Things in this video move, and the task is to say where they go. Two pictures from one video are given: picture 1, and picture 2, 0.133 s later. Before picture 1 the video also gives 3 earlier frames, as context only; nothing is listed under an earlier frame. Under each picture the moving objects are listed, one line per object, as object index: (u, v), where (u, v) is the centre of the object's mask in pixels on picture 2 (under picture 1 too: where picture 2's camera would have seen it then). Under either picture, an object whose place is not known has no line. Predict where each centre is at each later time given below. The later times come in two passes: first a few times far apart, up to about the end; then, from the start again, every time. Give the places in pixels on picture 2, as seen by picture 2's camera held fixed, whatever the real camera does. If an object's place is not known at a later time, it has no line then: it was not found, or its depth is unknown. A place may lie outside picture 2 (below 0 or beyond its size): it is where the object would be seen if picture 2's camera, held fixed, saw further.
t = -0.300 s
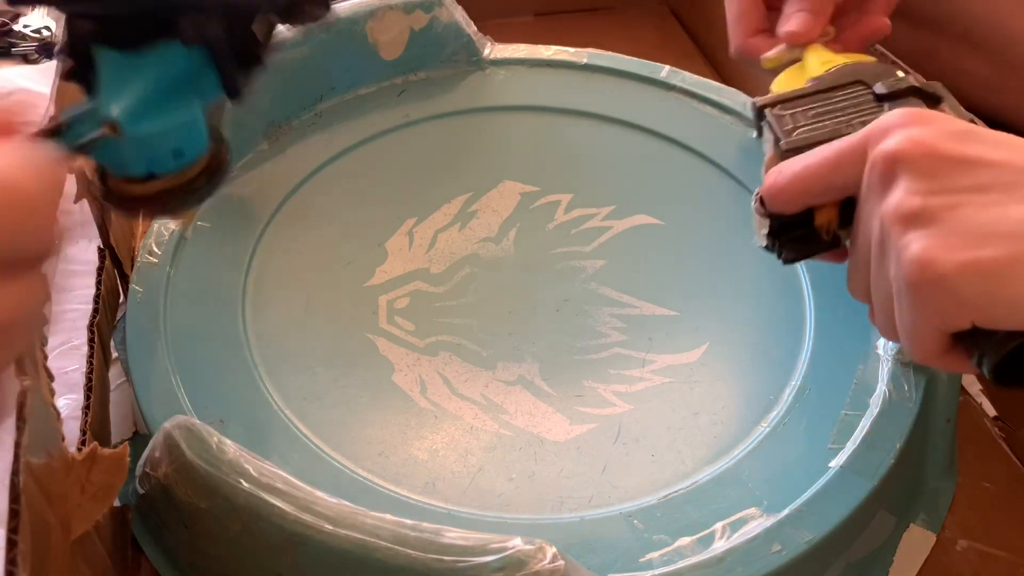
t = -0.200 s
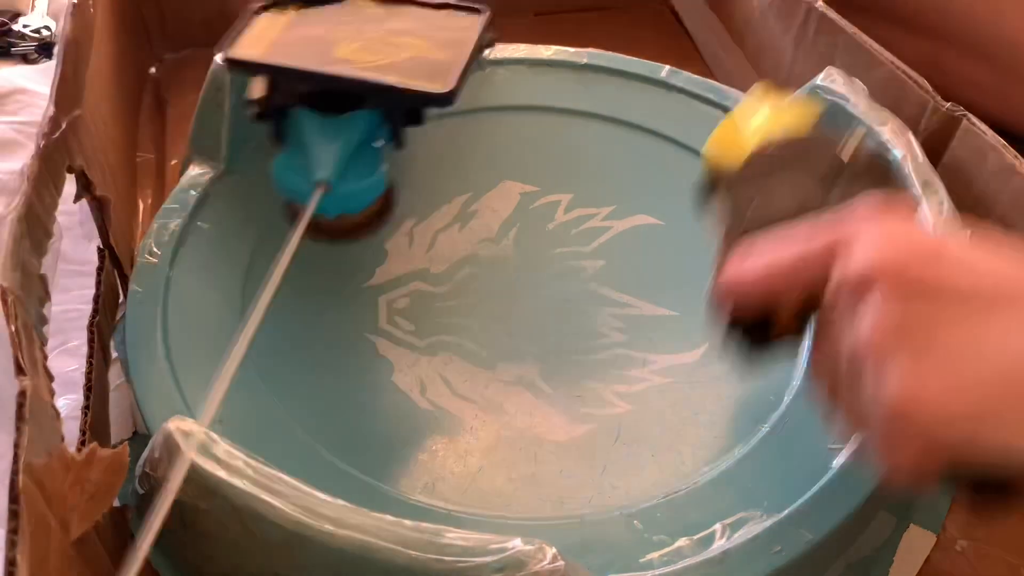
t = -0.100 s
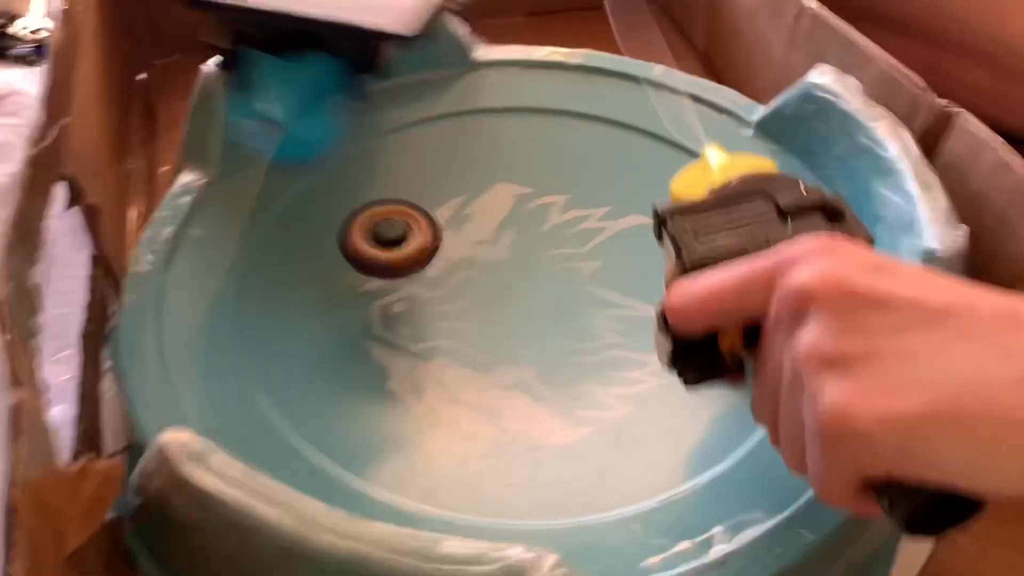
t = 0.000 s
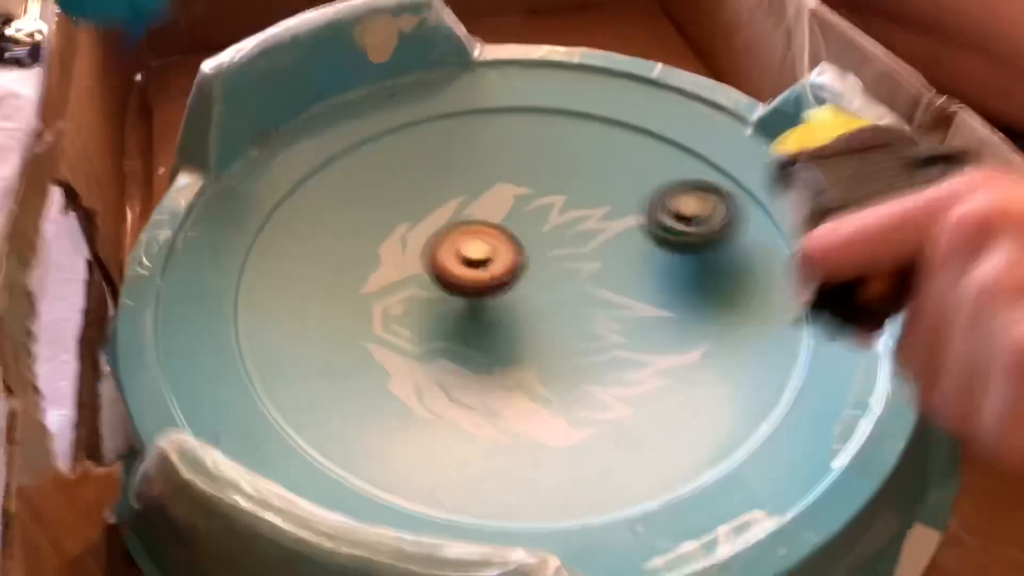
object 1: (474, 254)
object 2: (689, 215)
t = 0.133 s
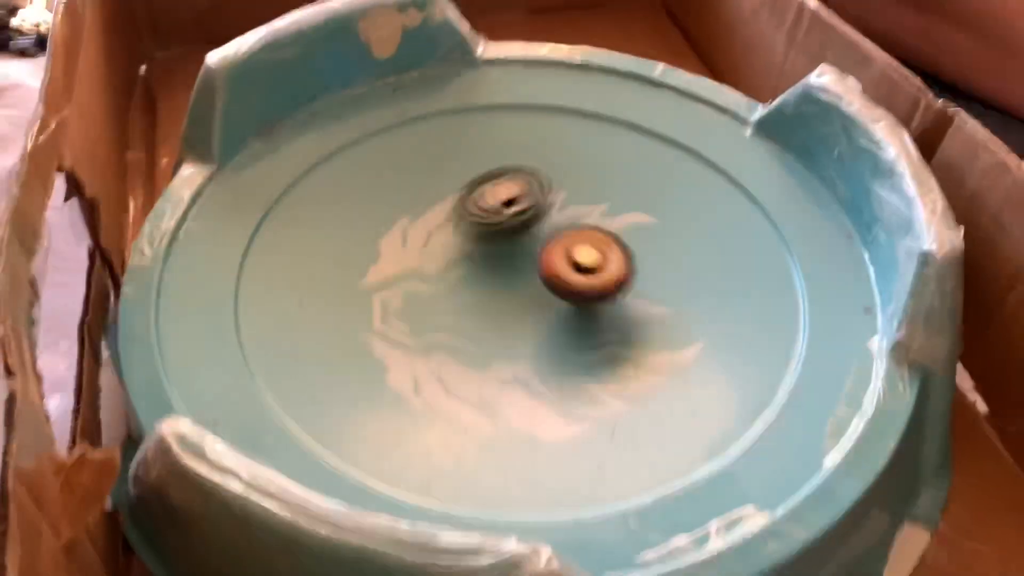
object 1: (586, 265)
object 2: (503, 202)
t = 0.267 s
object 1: (631, 253)
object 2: (342, 329)
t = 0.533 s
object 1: (580, 202)
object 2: (803, 278)
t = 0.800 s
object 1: (513, 225)
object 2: (238, 236)
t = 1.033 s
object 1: (522, 267)
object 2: (419, 395)
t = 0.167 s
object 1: (605, 264)
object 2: (453, 220)
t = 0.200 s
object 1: (618, 262)
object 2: (408, 246)
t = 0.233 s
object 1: (627, 259)
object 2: (369, 283)
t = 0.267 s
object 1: (631, 253)
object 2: (342, 329)
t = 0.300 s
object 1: (632, 246)
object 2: (329, 384)
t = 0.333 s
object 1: (629, 238)
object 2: (349, 443)
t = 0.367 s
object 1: (625, 230)
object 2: (432, 475)
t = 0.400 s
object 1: (618, 221)
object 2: (534, 488)
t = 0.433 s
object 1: (609, 214)
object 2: (632, 470)
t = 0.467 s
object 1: (600, 209)
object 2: (724, 420)
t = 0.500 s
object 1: (590, 205)
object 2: (789, 356)
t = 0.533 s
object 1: (580, 202)
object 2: (803, 278)
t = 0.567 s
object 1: (570, 202)
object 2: (774, 202)
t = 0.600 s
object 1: (560, 202)
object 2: (718, 145)
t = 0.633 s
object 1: (551, 204)
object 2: (638, 107)
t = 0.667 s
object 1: (541, 206)
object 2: (550, 86)
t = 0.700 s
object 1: (532, 210)
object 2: (455, 88)
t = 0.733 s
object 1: (525, 214)
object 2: (365, 117)
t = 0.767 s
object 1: (518, 219)
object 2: (284, 168)
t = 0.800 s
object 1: (513, 225)
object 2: (238, 236)
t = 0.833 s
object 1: (510, 232)
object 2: (208, 310)
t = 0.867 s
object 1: (510, 238)
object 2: (199, 371)
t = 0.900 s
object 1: (510, 243)
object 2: (232, 340)
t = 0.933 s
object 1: (510, 249)
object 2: (274, 329)
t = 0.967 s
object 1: (513, 255)
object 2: (318, 335)
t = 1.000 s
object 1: (517, 261)
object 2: (368, 362)
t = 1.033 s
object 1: (522, 267)
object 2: (419, 395)
